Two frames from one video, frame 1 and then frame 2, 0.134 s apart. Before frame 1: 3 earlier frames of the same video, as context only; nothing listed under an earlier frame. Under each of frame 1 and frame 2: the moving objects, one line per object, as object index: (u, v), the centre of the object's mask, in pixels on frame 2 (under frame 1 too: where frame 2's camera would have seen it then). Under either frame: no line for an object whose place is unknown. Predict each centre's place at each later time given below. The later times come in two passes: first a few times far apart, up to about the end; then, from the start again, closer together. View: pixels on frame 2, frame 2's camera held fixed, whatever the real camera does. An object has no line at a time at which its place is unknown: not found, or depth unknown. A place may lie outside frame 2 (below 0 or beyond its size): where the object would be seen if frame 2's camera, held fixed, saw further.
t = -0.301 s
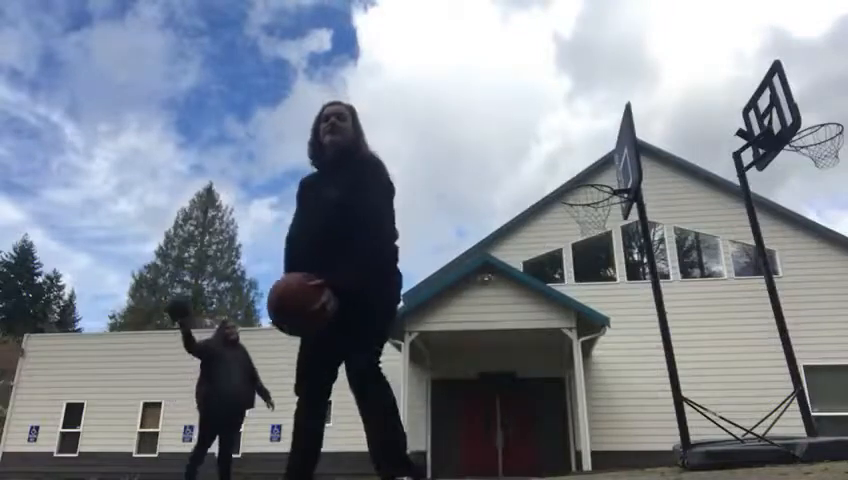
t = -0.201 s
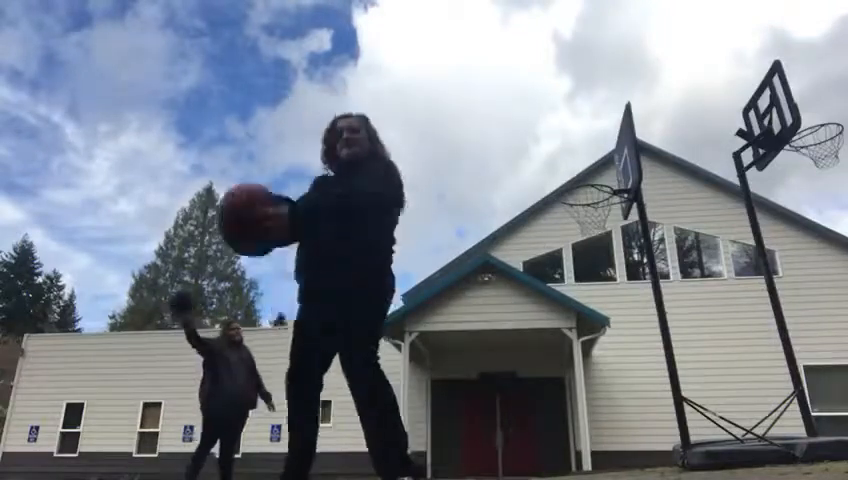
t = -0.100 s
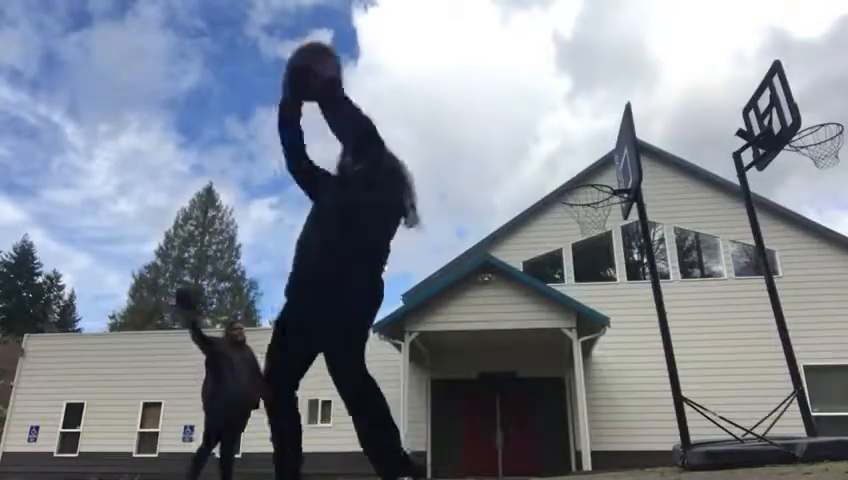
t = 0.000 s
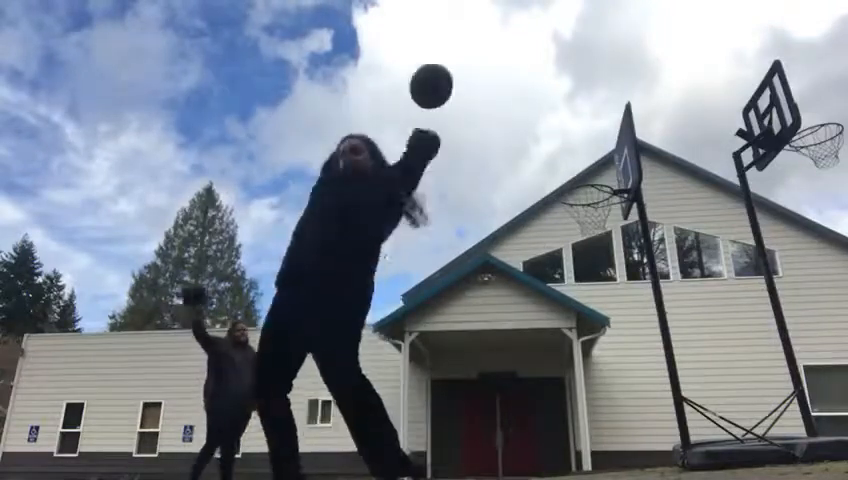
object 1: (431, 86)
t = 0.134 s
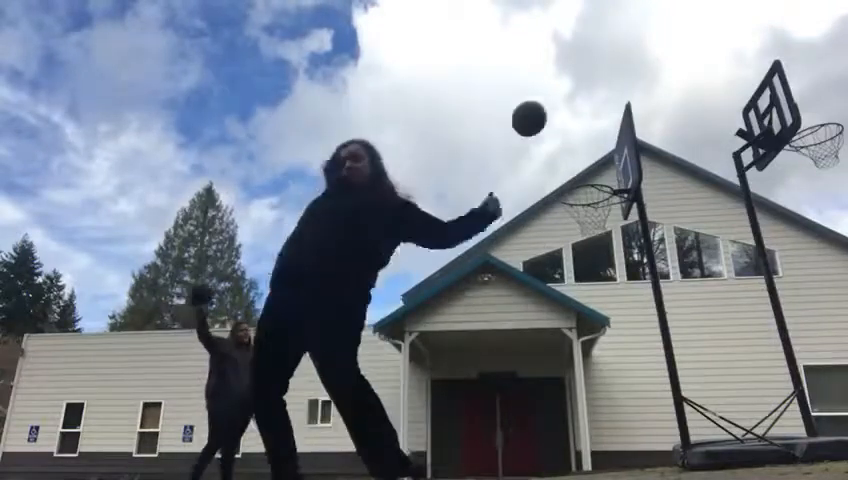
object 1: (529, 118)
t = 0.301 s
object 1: (607, 171)
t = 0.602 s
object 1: (601, 130)
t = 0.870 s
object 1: (592, 153)
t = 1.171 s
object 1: (592, 275)
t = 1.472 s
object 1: (584, 418)
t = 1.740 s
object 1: (530, 320)
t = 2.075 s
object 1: (478, 340)
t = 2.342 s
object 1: (437, 467)
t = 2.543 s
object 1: (399, 410)
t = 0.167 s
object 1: (547, 128)
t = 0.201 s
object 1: (564, 138)
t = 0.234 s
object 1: (580, 148)
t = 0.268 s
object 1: (594, 158)
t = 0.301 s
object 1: (607, 171)
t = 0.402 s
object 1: (613, 162)
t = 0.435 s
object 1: (610, 153)
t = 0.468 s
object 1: (609, 146)
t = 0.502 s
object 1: (607, 141)
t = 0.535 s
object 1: (605, 136)
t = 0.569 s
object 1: (603, 132)
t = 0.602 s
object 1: (601, 130)
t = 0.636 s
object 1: (600, 129)
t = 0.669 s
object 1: (598, 129)
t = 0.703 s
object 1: (597, 130)
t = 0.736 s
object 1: (596, 132)
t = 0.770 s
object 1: (595, 136)
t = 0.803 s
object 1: (594, 140)
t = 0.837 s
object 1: (593, 146)
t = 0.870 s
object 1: (592, 153)
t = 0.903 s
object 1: (592, 161)
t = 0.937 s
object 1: (591, 170)
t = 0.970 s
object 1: (590, 183)
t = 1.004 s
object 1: (591, 195)
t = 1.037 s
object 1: (591, 207)
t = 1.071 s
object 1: (591, 222)
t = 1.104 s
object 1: (591, 237)
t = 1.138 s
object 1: (591, 249)
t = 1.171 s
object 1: (592, 275)
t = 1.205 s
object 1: (593, 297)
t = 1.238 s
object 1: (592, 321)
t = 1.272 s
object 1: (595, 347)
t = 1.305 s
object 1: (597, 374)
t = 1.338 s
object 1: (598, 405)
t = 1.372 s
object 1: (600, 437)
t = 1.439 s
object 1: (592, 440)
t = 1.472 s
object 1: (584, 418)
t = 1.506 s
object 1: (576, 400)
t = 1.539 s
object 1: (569, 382)
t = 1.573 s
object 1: (561, 366)
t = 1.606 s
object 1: (552, 352)
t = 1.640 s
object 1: (548, 343)
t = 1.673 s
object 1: (543, 333)
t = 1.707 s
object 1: (535, 324)
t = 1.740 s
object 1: (530, 320)
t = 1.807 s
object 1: (518, 311)
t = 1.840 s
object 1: (513, 310)
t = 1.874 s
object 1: (508, 310)
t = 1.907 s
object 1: (503, 310)
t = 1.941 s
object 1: (497, 313)
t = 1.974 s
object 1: (492, 318)
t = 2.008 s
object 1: (488, 323)
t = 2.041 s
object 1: (482, 331)
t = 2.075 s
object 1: (478, 340)
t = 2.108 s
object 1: (473, 350)
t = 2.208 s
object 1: (458, 387)
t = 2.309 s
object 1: (444, 442)
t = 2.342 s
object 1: (437, 467)
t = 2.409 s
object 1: (425, 450)
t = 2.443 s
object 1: (419, 437)
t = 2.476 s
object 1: (412, 426)
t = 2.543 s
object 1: (399, 410)
